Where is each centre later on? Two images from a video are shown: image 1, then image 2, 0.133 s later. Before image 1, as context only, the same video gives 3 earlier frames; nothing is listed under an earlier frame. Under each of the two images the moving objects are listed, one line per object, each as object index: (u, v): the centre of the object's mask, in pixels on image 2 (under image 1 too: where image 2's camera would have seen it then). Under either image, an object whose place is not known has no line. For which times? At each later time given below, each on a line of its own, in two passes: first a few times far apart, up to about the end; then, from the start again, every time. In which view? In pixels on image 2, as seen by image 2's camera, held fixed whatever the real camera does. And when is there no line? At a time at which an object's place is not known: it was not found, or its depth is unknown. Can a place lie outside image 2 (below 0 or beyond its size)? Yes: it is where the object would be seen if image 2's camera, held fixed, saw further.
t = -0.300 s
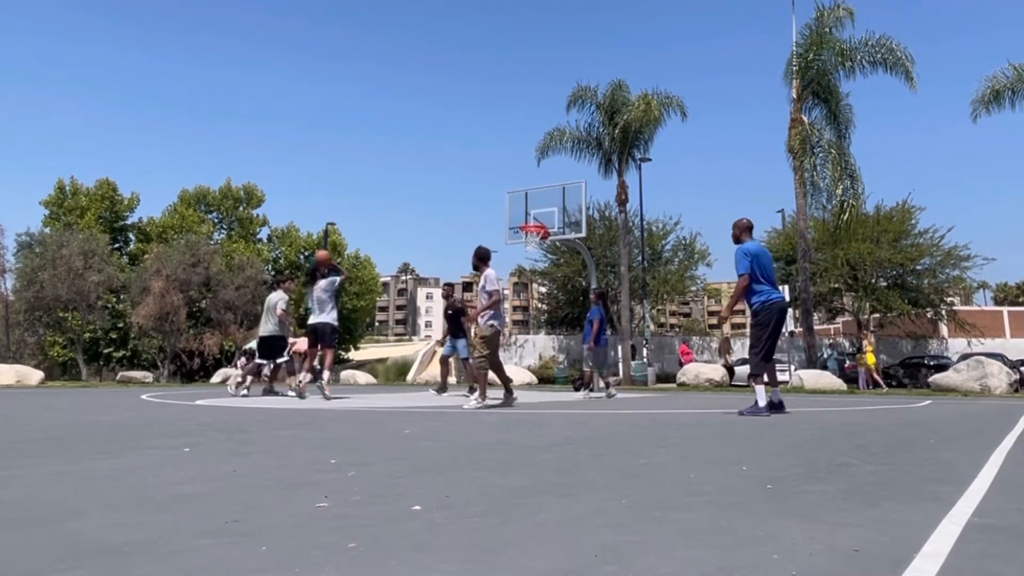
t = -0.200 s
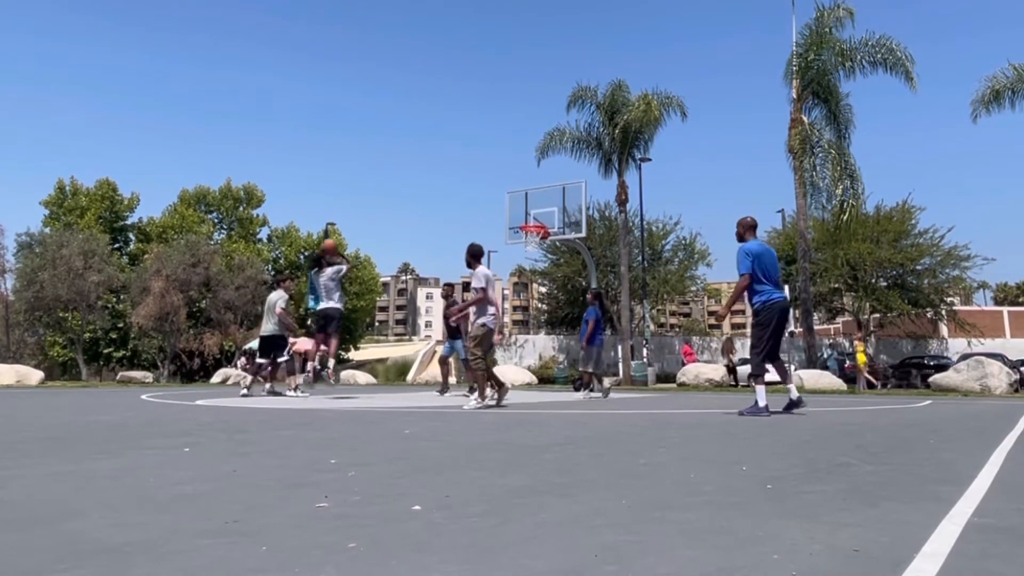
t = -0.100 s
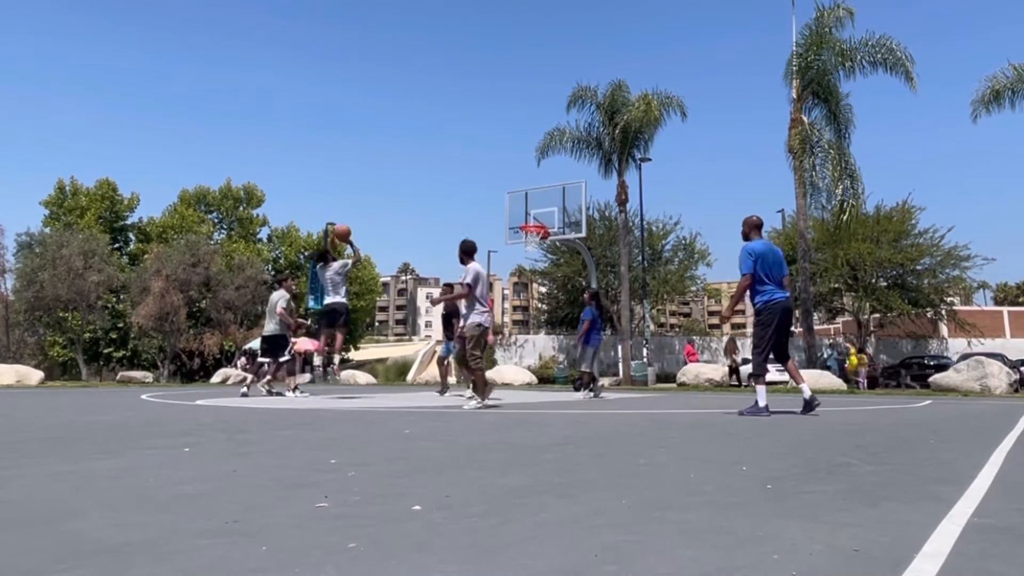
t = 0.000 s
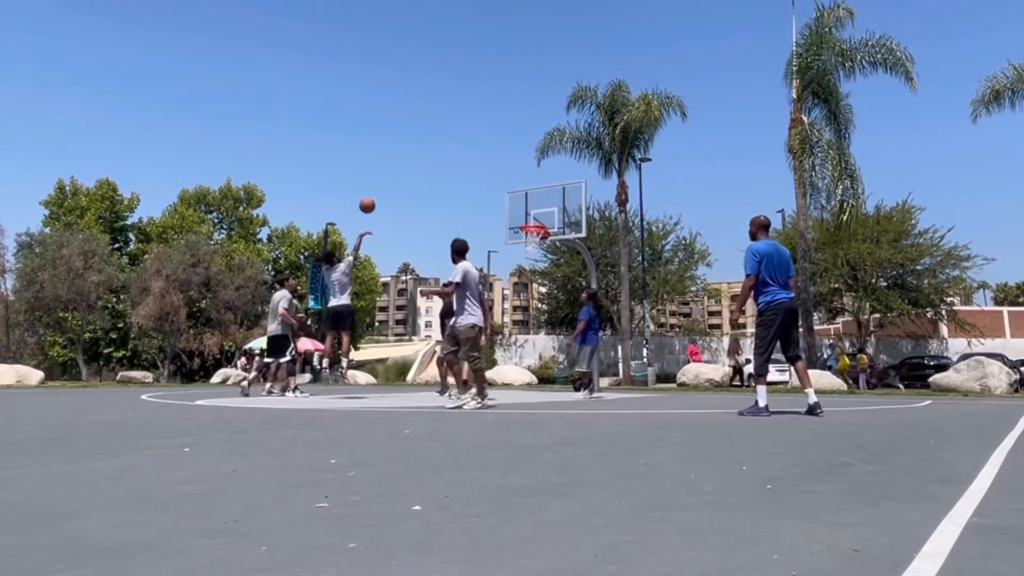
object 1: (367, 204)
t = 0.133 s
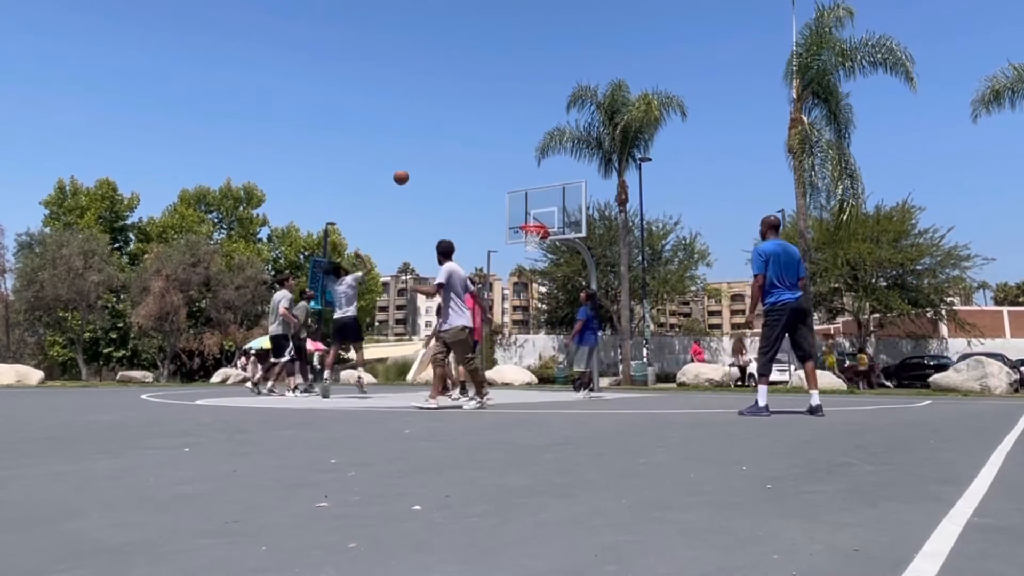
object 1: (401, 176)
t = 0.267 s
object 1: (431, 162)
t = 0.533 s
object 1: (483, 163)
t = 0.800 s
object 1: (526, 198)
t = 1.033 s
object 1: (540, 213)
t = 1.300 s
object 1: (535, 216)
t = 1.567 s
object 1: (528, 221)
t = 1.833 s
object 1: (528, 228)
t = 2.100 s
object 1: (534, 245)
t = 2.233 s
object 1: (530, 261)
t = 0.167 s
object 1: (409, 172)
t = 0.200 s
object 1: (416, 168)
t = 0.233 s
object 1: (424, 164)
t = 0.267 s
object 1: (431, 162)
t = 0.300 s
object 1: (438, 160)
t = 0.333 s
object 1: (445, 158)
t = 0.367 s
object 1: (452, 157)
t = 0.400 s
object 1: (458, 158)
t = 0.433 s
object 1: (465, 158)
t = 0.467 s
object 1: (471, 159)
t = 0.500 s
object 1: (477, 161)
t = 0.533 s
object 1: (483, 163)
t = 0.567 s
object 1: (489, 165)
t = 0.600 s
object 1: (494, 169)
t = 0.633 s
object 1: (500, 173)
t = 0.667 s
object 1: (505, 177)
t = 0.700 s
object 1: (510, 181)
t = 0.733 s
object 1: (516, 187)
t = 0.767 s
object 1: (521, 192)
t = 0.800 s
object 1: (526, 198)
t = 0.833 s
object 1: (531, 205)
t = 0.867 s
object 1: (535, 213)
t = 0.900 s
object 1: (541, 219)
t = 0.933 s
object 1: (541, 219)
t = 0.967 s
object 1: (540, 218)
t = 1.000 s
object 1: (540, 215)
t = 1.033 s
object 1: (540, 213)
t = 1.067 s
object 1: (539, 212)
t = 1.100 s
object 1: (539, 211)
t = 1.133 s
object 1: (538, 210)
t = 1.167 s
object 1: (537, 210)
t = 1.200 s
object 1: (537, 211)
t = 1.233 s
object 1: (536, 212)
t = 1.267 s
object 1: (536, 214)
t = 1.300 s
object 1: (535, 216)
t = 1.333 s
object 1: (535, 218)
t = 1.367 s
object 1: (533, 219)
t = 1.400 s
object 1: (533, 219)
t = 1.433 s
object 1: (532, 219)
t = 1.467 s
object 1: (531, 219)
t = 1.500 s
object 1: (531, 219)
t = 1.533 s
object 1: (529, 219)
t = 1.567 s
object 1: (528, 221)
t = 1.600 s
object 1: (527, 225)
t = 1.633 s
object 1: (528, 225)
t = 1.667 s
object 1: (529, 226)
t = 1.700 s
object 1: (527, 227)
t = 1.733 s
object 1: (528, 227)
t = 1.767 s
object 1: (531, 227)
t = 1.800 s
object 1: (530, 228)
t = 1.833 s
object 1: (528, 228)
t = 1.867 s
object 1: (529, 229)
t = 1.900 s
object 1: (537, 233)
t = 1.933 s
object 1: (539, 234)
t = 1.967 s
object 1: (535, 231)
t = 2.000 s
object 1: (537, 237)
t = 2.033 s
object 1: (536, 239)
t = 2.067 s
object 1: (536, 243)
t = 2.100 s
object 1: (534, 245)
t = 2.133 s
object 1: (533, 247)
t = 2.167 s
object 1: (531, 252)
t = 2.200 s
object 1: (531, 255)
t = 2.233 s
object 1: (530, 261)
